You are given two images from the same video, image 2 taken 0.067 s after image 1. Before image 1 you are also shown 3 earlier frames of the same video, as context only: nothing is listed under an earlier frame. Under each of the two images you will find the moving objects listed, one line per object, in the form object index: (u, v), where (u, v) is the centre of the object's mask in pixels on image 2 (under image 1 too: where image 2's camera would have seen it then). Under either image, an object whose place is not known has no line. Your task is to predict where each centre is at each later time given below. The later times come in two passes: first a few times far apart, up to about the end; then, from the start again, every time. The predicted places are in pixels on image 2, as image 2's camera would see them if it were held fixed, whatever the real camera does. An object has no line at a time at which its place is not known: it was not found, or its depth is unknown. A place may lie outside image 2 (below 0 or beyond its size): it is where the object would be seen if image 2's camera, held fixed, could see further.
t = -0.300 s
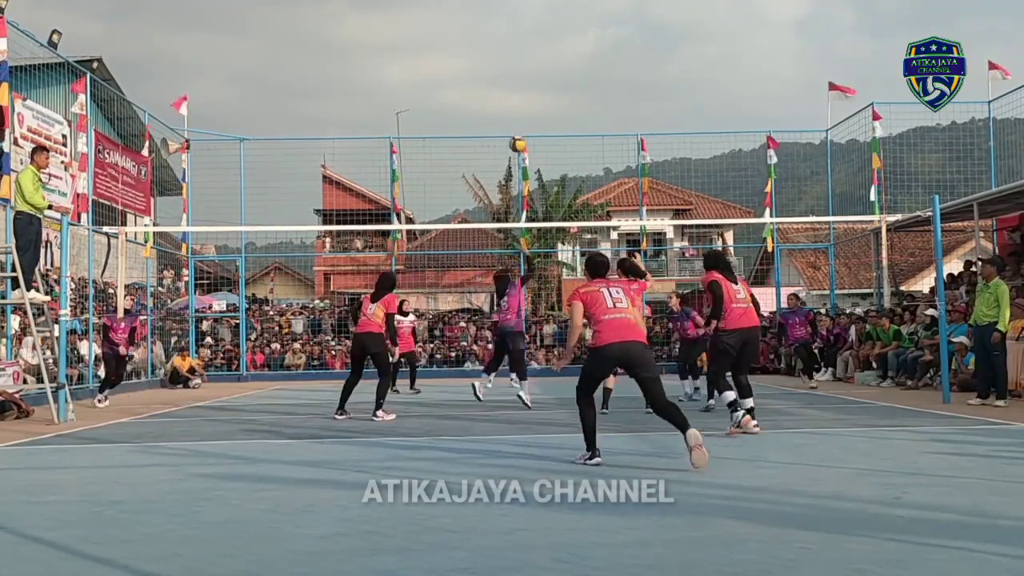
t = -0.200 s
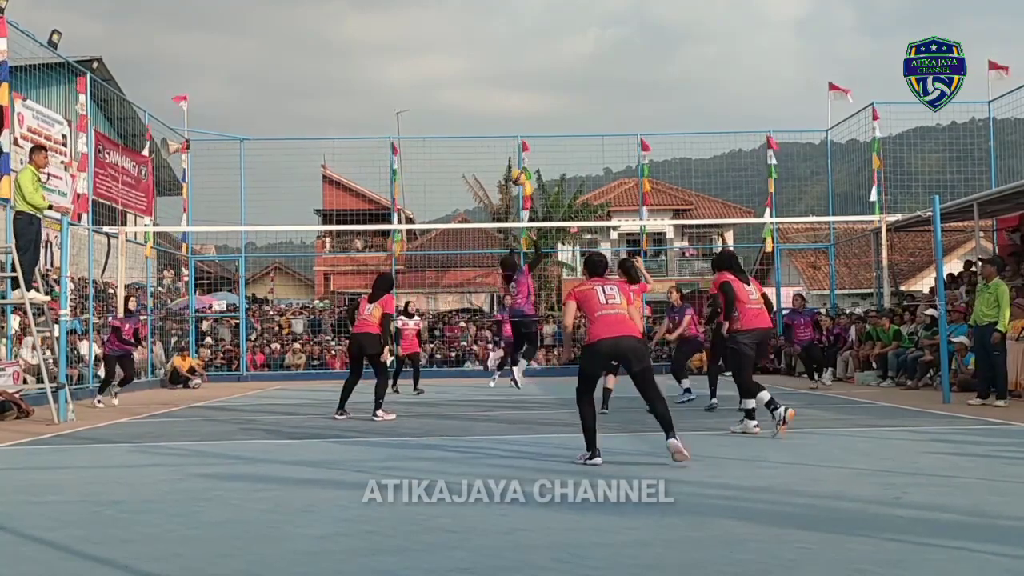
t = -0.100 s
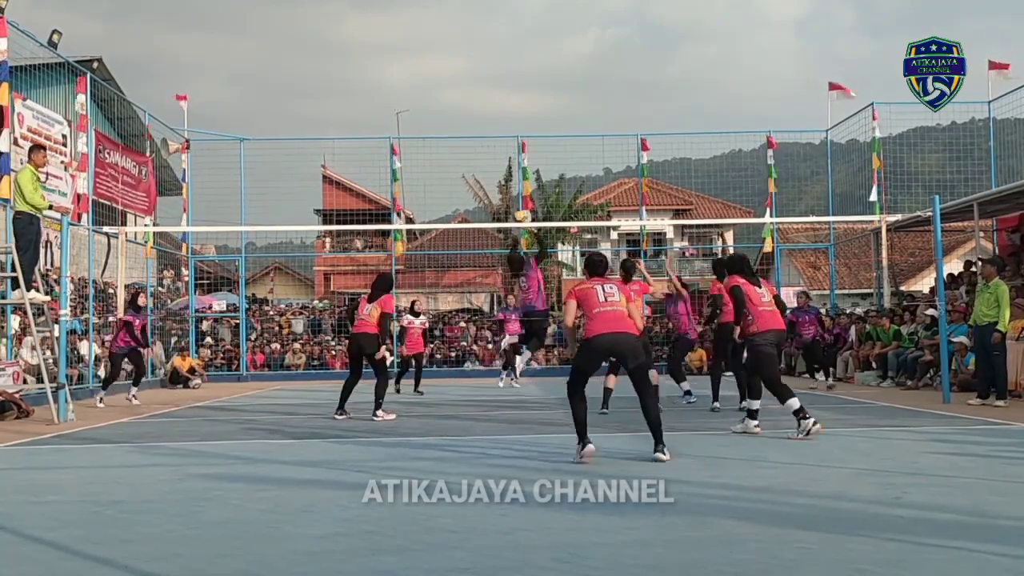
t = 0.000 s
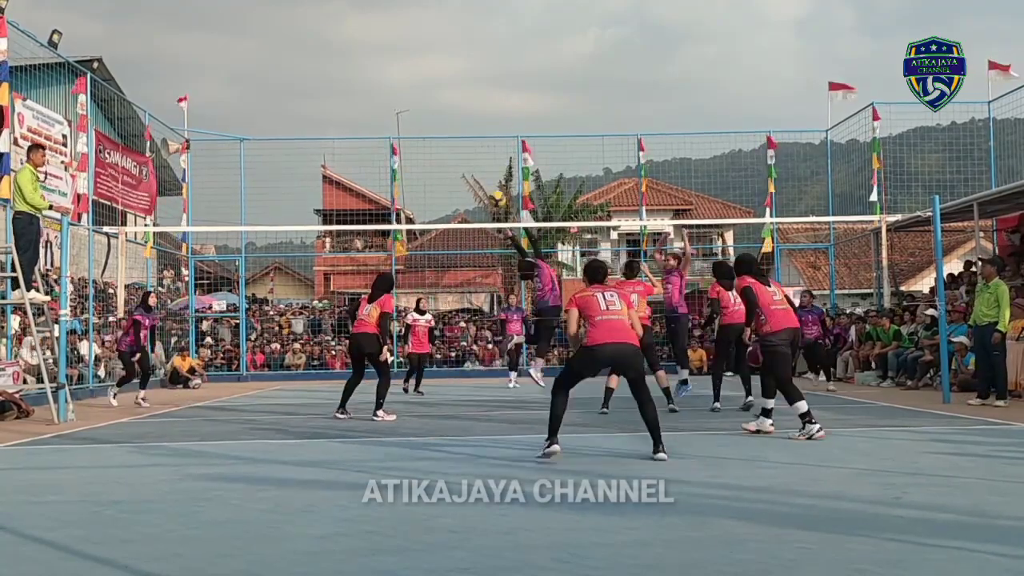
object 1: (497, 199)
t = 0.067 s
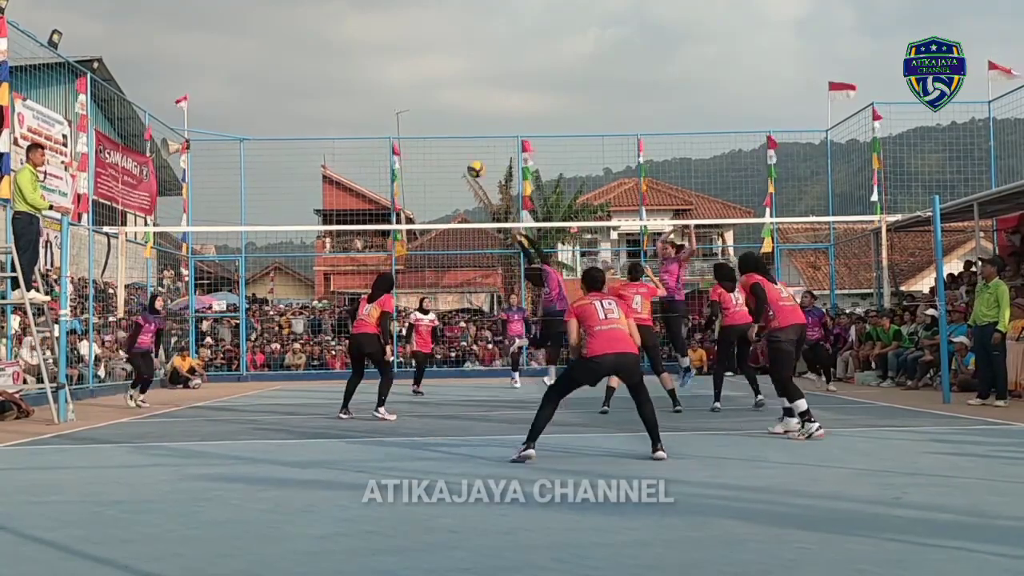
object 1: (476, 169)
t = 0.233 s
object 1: (424, 111)
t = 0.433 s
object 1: (363, 69)
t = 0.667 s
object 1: (295, 63)
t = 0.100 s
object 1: (465, 156)
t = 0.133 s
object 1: (454, 143)
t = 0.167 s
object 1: (444, 131)
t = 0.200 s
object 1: (434, 120)
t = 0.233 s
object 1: (424, 111)
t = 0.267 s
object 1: (413, 101)
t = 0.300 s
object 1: (403, 93)
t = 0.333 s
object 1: (393, 86)
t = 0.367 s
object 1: (383, 79)
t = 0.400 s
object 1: (373, 74)
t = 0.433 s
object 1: (363, 69)
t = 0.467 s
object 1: (353, 66)
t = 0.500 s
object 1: (344, 64)
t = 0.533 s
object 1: (334, 62)
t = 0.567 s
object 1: (324, 61)
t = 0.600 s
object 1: (314, 61)
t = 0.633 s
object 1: (304, 61)
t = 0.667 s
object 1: (295, 63)
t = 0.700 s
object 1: (285, 66)
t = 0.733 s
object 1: (275, 69)
